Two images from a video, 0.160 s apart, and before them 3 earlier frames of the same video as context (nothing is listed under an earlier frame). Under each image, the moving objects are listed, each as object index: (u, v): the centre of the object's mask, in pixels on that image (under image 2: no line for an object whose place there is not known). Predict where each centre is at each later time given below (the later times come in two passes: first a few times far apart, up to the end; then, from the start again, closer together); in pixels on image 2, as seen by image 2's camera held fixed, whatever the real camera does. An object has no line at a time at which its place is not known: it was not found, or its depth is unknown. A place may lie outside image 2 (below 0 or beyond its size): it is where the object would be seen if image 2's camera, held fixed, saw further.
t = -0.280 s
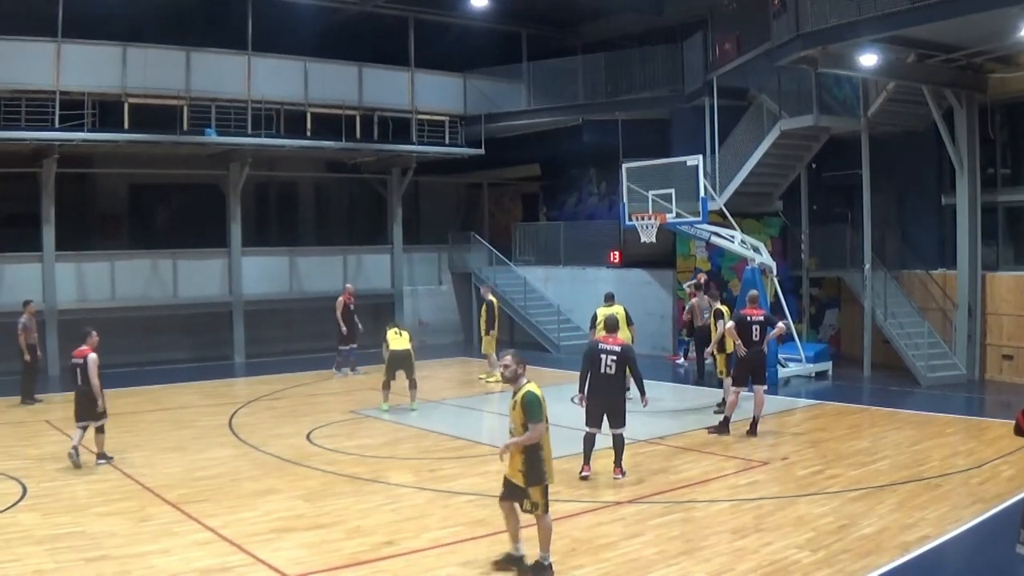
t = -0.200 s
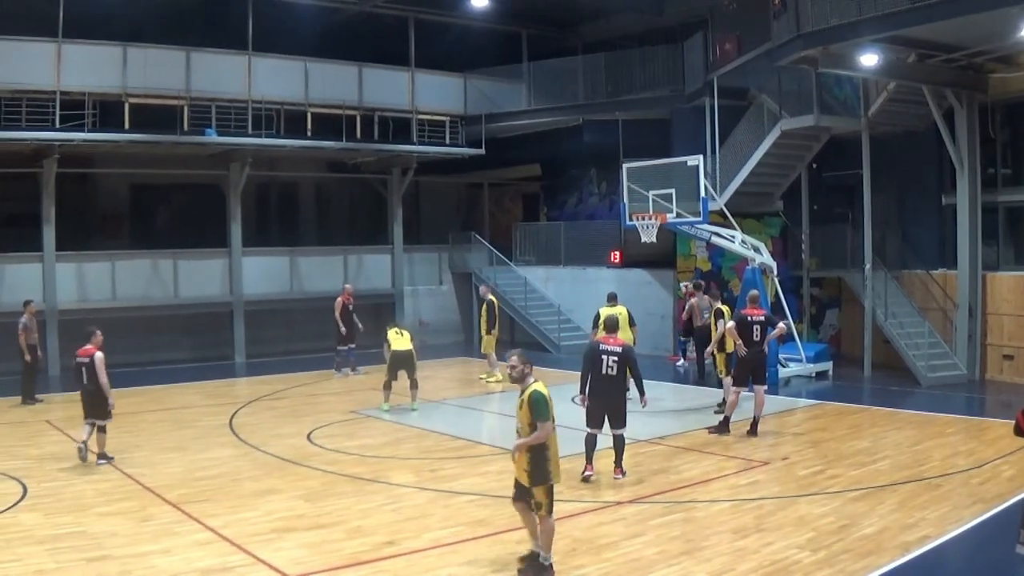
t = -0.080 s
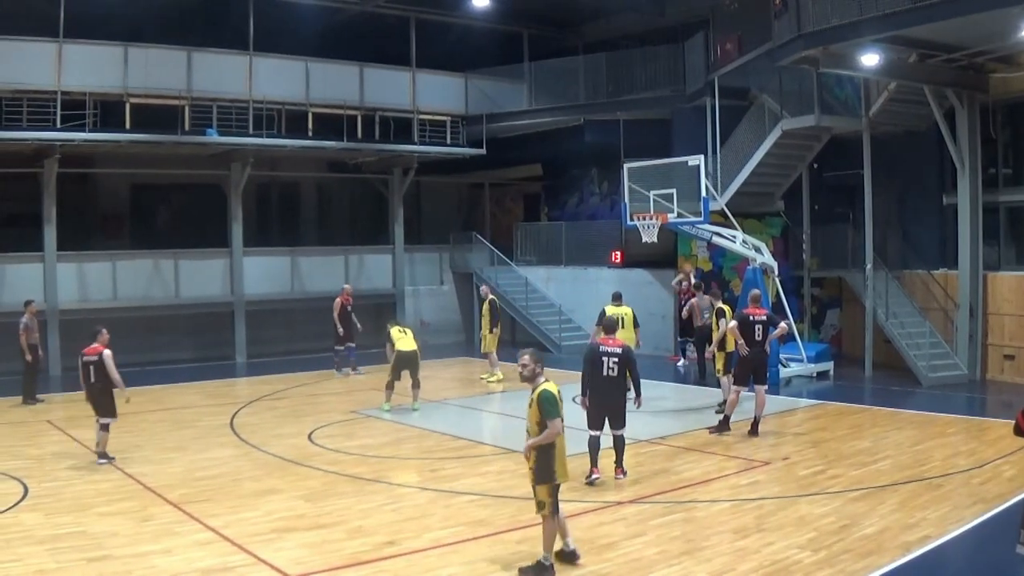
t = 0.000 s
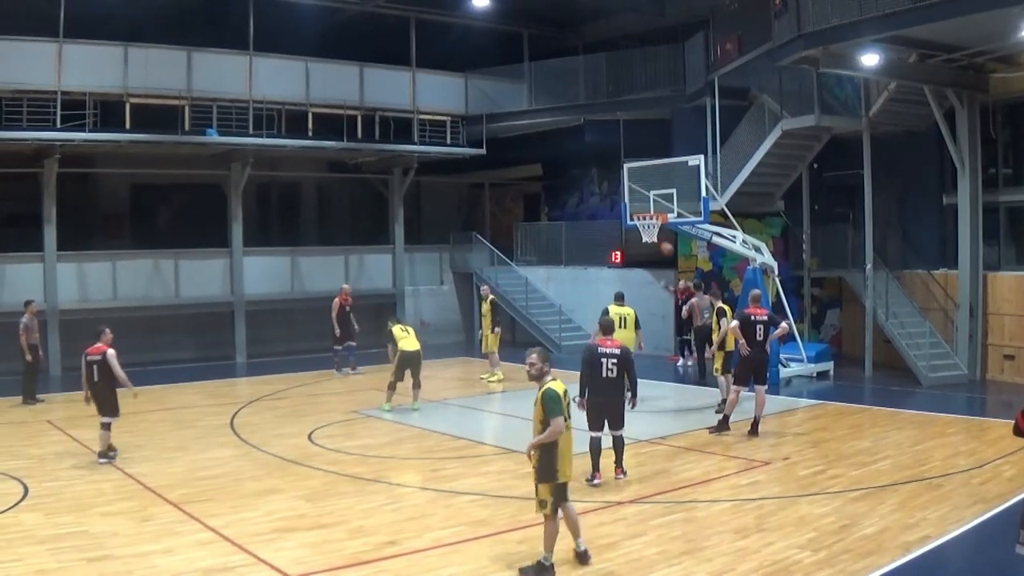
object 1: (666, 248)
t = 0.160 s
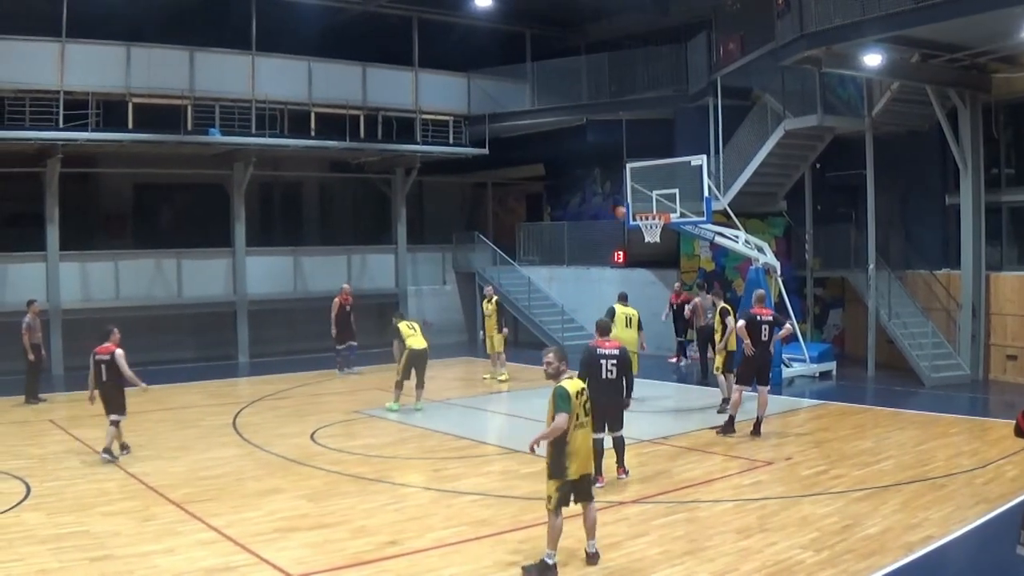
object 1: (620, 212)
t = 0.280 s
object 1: (583, 193)
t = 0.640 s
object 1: (455, 173)
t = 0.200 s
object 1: (609, 206)
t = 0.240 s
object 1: (596, 199)
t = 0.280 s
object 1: (583, 193)
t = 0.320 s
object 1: (569, 188)
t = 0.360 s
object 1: (556, 183)
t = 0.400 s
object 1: (543, 179)
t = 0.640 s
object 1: (455, 173)
